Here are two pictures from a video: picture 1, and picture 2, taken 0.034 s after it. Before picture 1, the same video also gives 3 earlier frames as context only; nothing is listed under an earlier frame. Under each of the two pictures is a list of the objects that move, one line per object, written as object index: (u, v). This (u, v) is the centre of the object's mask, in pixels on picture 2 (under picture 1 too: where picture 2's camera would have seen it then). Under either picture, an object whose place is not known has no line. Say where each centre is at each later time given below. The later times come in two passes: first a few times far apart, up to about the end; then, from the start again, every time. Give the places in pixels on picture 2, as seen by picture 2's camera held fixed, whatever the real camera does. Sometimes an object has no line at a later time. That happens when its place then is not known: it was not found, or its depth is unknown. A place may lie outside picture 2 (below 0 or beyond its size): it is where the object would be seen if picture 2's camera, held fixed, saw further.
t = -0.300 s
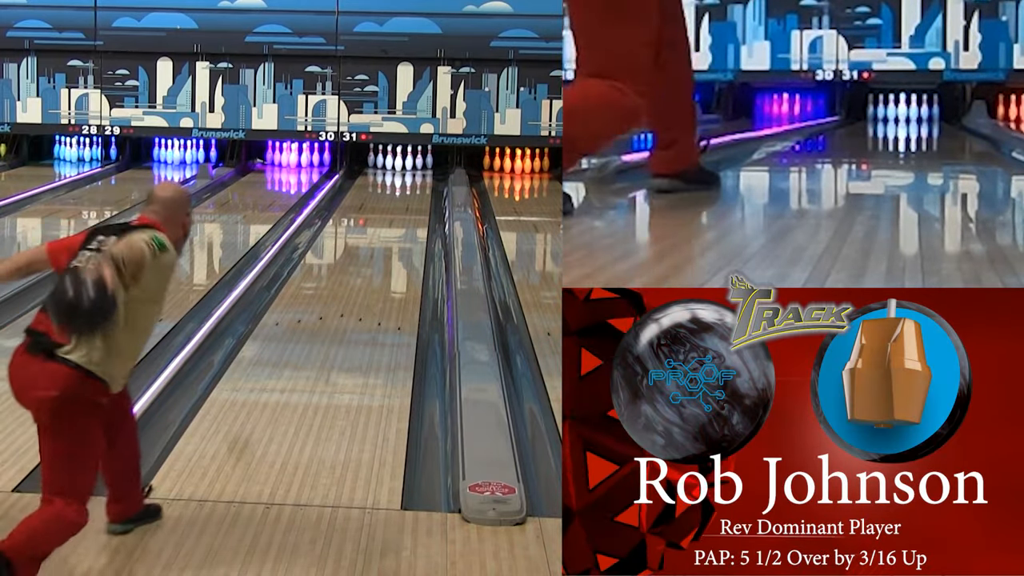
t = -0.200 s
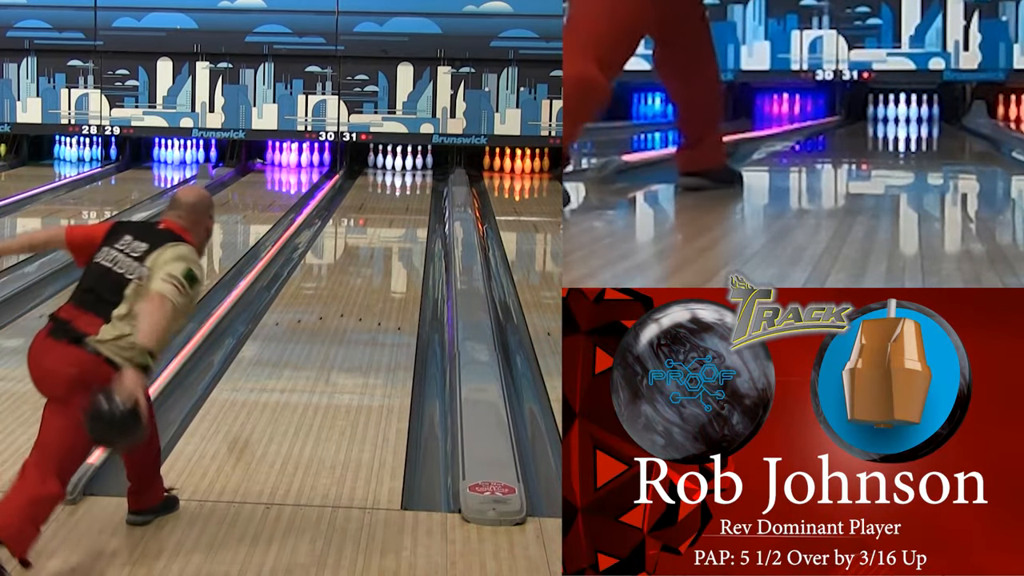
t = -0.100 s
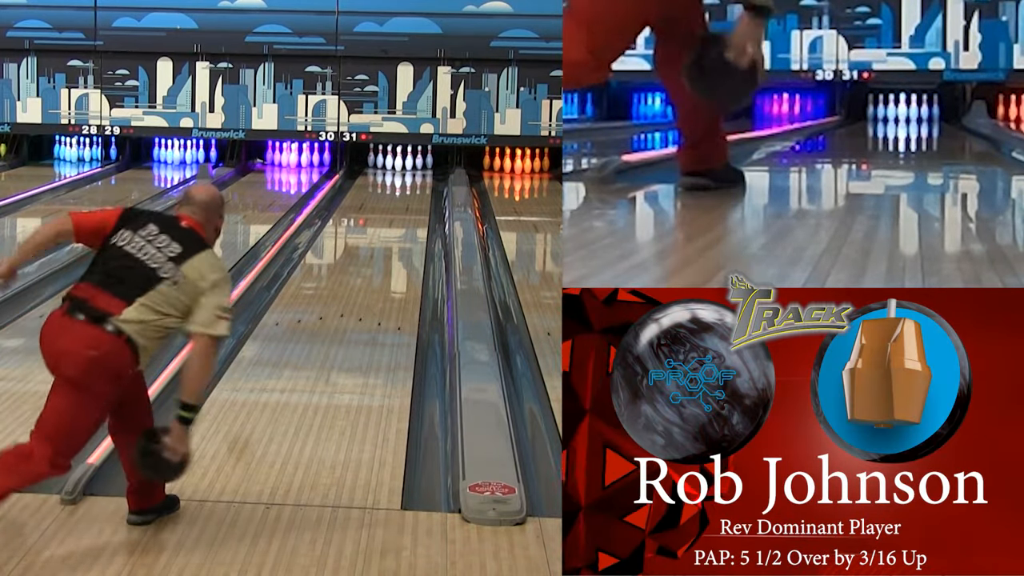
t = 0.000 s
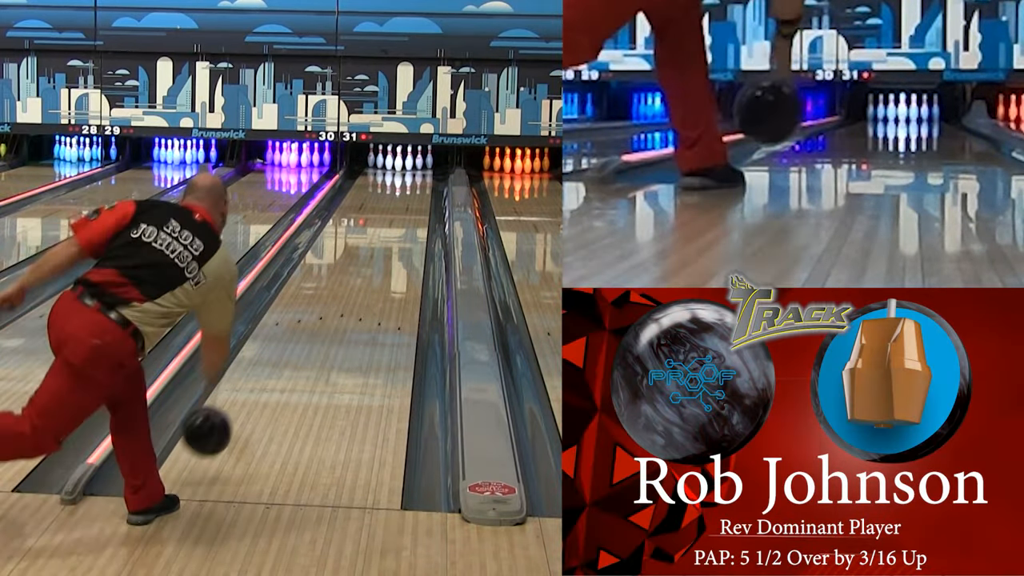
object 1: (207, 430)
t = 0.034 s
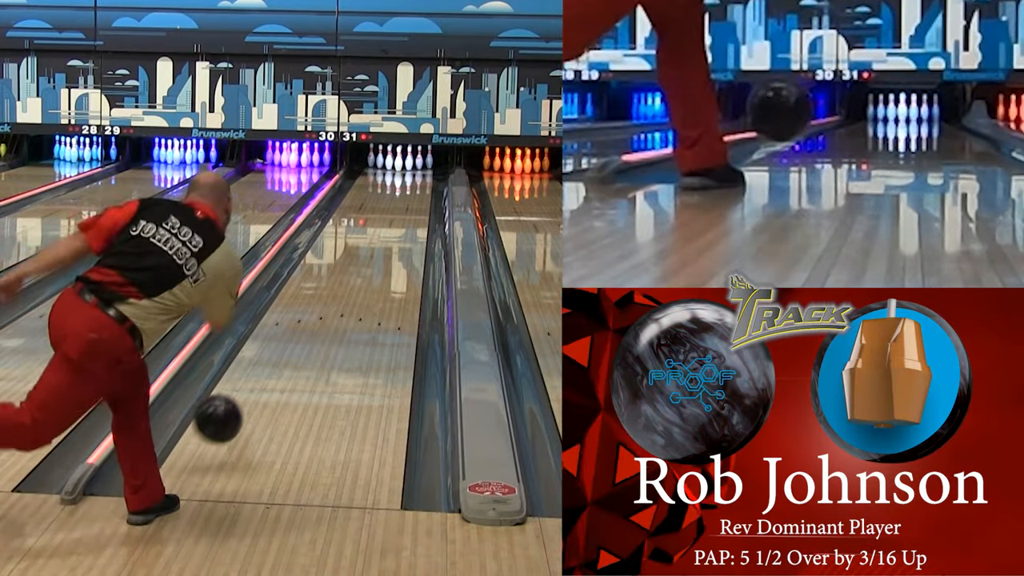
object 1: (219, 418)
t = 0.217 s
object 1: (269, 379)
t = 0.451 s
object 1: (315, 327)
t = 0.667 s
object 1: (344, 291)
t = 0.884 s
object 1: (367, 263)
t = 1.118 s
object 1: (385, 240)
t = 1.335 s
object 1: (398, 222)
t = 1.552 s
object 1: (408, 208)
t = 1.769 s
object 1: (413, 196)
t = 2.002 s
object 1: (414, 185)
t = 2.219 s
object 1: (411, 177)
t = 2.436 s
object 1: (406, 169)
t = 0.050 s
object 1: (224, 413)
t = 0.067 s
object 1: (229, 409)
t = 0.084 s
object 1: (234, 405)
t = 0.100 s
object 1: (239, 402)
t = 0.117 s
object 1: (243, 401)
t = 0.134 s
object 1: (248, 399)
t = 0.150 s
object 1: (253, 398)
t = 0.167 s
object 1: (257, 397)
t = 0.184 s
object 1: (261, 391)
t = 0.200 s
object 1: (265, 385)
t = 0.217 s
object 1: (269, 379)
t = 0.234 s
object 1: (273, 375)
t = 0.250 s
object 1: (277, 371)
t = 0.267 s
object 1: (280, 368)
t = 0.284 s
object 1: (284, 365)
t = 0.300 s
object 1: (287, 360)
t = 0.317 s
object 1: (291, 356)
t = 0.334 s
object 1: (294, 352)
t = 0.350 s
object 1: (297, 349)
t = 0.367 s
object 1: (300, 345)
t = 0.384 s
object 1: (303, 341)
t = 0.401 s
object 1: (306, 338)
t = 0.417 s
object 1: (309, 334)
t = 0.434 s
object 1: (312, 331)
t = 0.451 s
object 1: (315, 327)
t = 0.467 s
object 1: (317, 324)
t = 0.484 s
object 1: (320, 321)
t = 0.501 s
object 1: (322, 318)
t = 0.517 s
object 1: (325, 315)
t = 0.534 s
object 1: (327, 312)
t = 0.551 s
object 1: (330, 310)
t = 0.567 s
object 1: (332, 307)
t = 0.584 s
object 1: (334, 304)
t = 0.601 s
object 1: (336, 301)
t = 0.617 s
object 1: (338, 299)
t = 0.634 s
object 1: (341, 296)
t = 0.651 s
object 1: (343, 294)
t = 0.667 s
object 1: (344, 291)
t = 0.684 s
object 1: (347, 289)
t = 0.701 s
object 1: (348, 286)
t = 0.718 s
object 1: (350, 284)
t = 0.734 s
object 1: (352, 282)
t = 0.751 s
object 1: (354, 279)
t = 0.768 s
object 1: (356, 277)
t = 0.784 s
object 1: (358, 275)
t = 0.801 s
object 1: (359, 273)
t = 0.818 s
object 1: (361, 271)
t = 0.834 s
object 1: (363, 269)
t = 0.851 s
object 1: (364, 267)
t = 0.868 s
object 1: (366, 265)
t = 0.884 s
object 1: (367, 263)
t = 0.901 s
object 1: (368, 261)
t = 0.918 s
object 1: (370, 259)
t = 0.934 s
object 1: (371, 257)
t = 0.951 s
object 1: (373, 255)
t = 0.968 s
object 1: (374, 254)
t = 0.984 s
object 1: (376, 252)
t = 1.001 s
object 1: (377, 251)
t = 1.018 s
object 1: (378, 249)
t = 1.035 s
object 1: (379, 247)
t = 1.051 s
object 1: (381, 246)
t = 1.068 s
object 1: (382, 244)
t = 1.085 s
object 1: (383, 242)
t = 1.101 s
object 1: (384, 241)
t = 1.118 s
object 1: (385, 240)
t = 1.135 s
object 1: (386, 238)
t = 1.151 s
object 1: (387, 237)
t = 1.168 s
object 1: (389, 235)
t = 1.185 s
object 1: (390, 234)
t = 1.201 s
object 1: (391, 232)
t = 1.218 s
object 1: (392, 231)
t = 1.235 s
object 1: (393, 230)
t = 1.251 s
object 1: (394, 229)
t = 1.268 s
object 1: (395, 227)
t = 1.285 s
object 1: (396, 226)
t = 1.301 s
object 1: (397, 224)
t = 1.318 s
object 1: (397, 223)
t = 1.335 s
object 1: (398, 222)
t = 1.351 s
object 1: (399, 221)
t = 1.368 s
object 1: (400, 220)
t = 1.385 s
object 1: (401, 218)
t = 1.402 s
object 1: (402, 217)
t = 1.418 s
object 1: (402, 216)
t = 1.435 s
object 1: (403, 215)
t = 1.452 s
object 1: (404, 214)
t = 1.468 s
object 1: (404, 213)
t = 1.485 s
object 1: (405, 212)
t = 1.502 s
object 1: (406, 211)
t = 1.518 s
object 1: (406, 210)
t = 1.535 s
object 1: (407, 209)
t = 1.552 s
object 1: (408, 208)
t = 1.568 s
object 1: (408, 207)
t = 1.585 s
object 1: (409, 206)
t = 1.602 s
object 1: (409, 204)
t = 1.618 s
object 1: (410, 204)
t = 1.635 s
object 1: (410, 203)
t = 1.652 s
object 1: (411, 202)
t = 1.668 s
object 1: (411, 201)
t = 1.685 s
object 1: (411, 200)
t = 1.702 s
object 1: (412, 199)
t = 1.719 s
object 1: (412, 198)
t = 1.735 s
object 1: (412, 197)
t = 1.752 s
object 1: (413, 196)
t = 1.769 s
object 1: (413, 196)
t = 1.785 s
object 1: (413, 195)
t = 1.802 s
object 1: (413, 194)
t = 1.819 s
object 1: (414, 193)
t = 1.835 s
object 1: (414, 193)
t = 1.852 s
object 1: (413, 192)
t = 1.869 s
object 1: (414, 191)
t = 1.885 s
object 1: (414, 190)
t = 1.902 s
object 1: (414, 189)
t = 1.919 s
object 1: (414, 189)
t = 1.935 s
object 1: (414, 188)
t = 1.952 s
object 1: (414, 187)
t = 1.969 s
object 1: (414, 186)
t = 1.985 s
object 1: (414, 185)
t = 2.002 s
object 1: (414, 185)
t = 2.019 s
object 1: (414, 184)
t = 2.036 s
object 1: (414, 183)
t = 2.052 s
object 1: (414, 183)
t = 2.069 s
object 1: (413, 182)
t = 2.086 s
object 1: (413, 182)
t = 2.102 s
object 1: (413, 181)
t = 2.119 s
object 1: (413, 181)
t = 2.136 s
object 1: (413, 180)
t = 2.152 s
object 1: (412, 179)
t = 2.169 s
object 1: (412, 178)
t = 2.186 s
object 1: (412, 178)
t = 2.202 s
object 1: (412, 177)
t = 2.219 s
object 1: (411, 177)
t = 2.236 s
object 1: (411, 176)
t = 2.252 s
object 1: (411, 176)
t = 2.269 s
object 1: (410, 175)
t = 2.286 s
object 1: (410, 175)
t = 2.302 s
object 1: (409, 174)
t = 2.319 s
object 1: (409, 173)
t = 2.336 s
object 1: (409, 173)
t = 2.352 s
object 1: (408, 172)
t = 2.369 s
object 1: (408, 171)
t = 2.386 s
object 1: (407, 171)
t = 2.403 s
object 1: (407, 170)
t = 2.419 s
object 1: (406, 170)
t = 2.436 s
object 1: (406, 169)
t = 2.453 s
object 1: (405, 169)
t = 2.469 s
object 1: (404, 168)
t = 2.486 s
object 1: (404, 168)
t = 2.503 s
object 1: (403, 167)
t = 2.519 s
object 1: (402, 167)
